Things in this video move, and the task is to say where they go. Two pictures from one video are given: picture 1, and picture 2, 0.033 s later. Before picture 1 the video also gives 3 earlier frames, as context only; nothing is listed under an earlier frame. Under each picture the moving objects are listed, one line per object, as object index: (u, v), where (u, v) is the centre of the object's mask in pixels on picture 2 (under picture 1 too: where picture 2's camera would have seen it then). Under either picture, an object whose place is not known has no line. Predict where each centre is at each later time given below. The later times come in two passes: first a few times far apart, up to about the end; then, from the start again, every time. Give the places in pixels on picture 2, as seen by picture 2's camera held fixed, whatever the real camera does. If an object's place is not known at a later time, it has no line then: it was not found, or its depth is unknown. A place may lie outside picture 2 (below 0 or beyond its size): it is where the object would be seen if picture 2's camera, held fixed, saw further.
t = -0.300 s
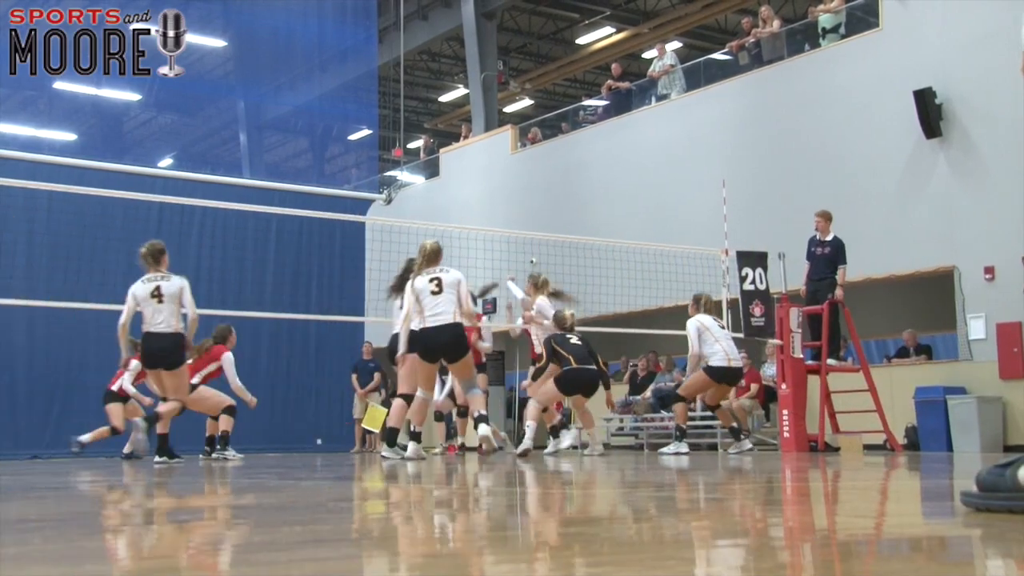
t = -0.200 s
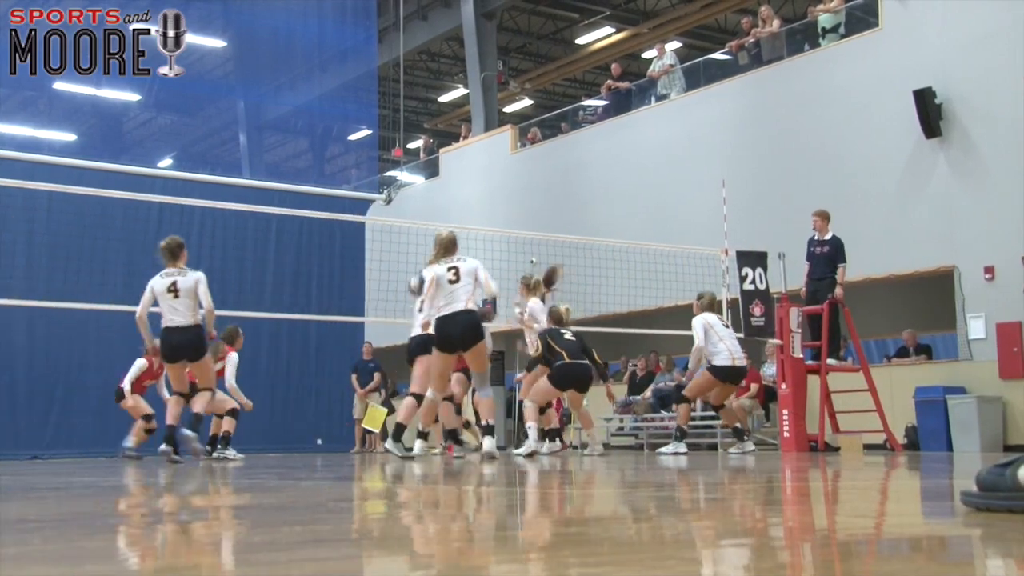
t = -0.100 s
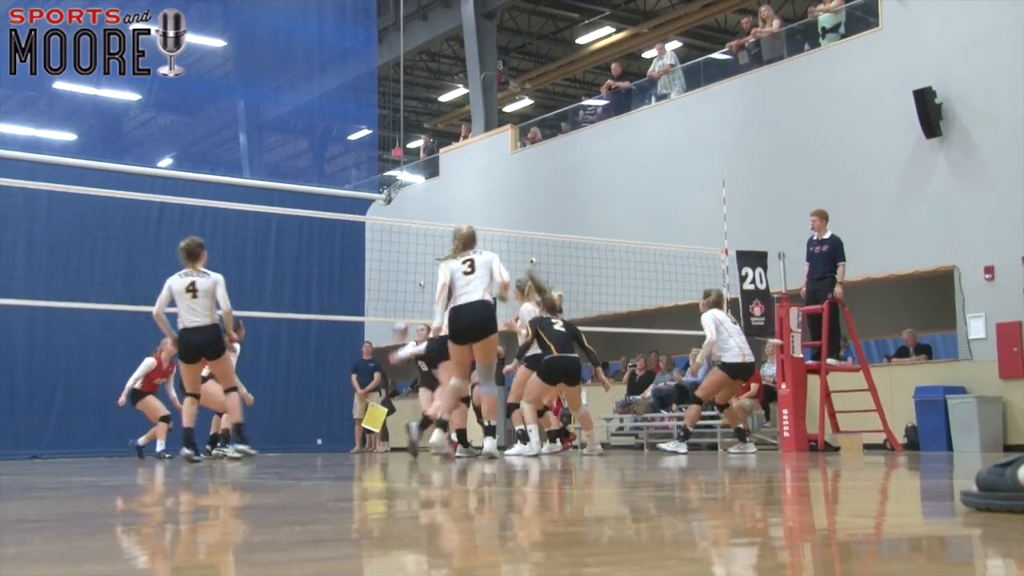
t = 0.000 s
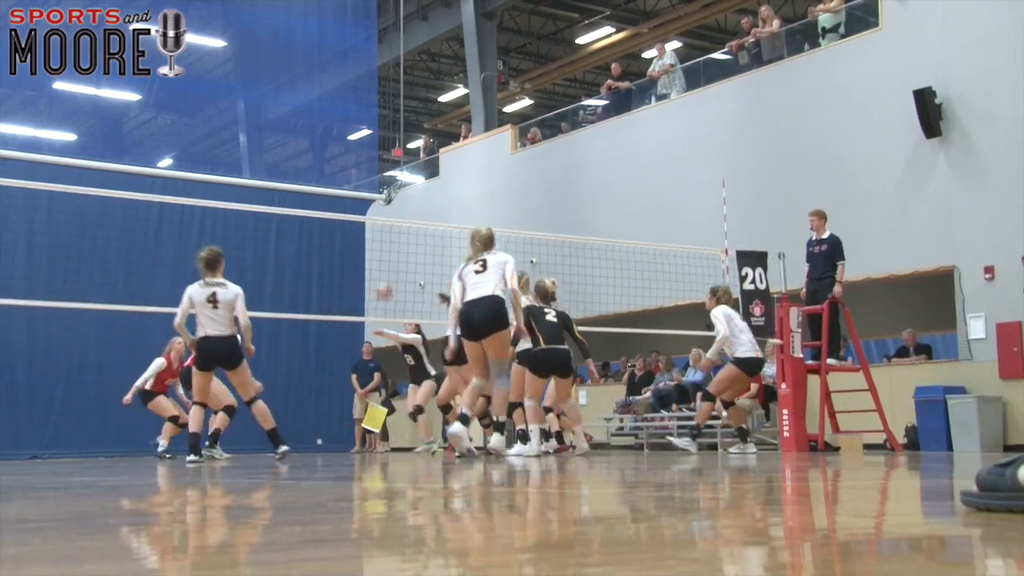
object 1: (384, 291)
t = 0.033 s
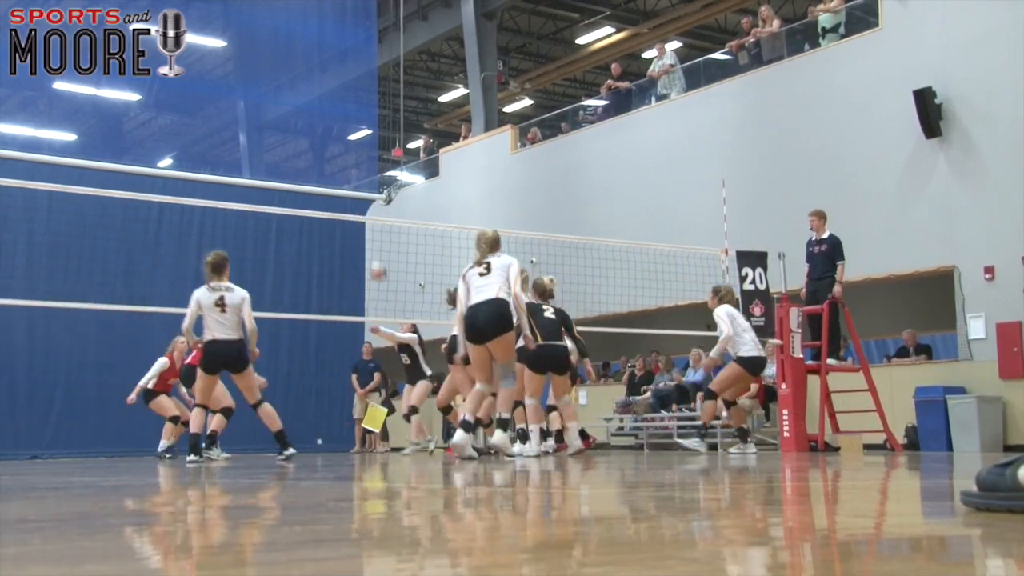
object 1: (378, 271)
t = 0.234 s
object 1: (345, 179)
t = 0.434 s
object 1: (314, 121)
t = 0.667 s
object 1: (277, 97)
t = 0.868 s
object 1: (243, 113)
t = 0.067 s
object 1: (373, 253)
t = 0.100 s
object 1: (367, 236)
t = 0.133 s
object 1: (362, 220)
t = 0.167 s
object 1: (356, 206)
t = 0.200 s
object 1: (351, 192)
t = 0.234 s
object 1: (345, 179)
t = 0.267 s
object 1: (341, 167)
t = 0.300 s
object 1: (336, 156)
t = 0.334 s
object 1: (330, 146)
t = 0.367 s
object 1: (325, 136)
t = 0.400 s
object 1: (320, 129)
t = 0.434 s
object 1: (314, 121)
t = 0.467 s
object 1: (309, 115)
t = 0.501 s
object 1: (303, 110)
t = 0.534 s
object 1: (298, 106)
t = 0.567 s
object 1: (292, 102)
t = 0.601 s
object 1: (287, 99)
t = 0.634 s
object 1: (281, 98)
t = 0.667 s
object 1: (277, 97)
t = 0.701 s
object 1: (271, 97)
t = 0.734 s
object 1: (265, 98)
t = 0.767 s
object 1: (260, 101)
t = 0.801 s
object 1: (254, 105)
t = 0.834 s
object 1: (248, 109)
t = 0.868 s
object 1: (243, 113)
